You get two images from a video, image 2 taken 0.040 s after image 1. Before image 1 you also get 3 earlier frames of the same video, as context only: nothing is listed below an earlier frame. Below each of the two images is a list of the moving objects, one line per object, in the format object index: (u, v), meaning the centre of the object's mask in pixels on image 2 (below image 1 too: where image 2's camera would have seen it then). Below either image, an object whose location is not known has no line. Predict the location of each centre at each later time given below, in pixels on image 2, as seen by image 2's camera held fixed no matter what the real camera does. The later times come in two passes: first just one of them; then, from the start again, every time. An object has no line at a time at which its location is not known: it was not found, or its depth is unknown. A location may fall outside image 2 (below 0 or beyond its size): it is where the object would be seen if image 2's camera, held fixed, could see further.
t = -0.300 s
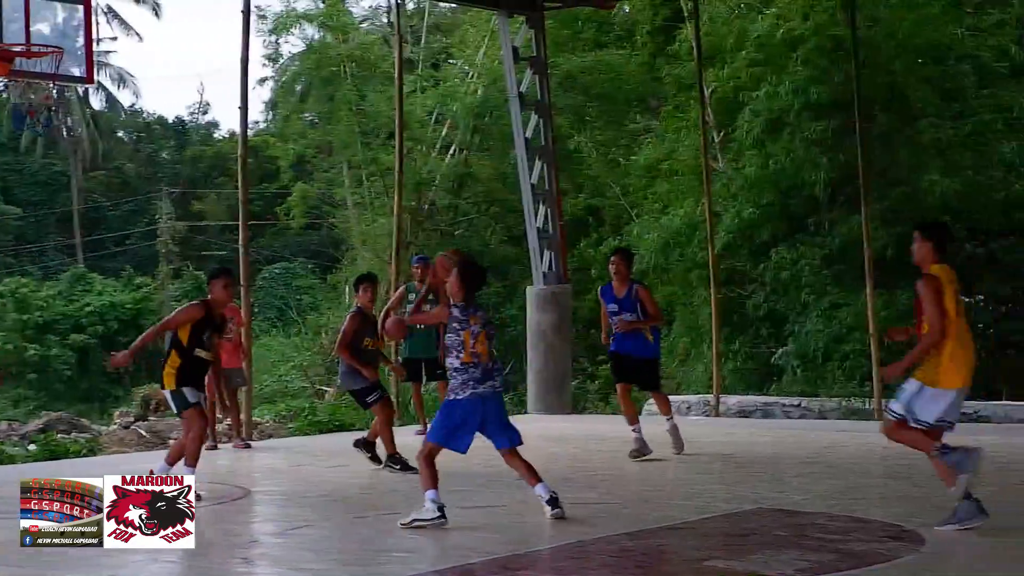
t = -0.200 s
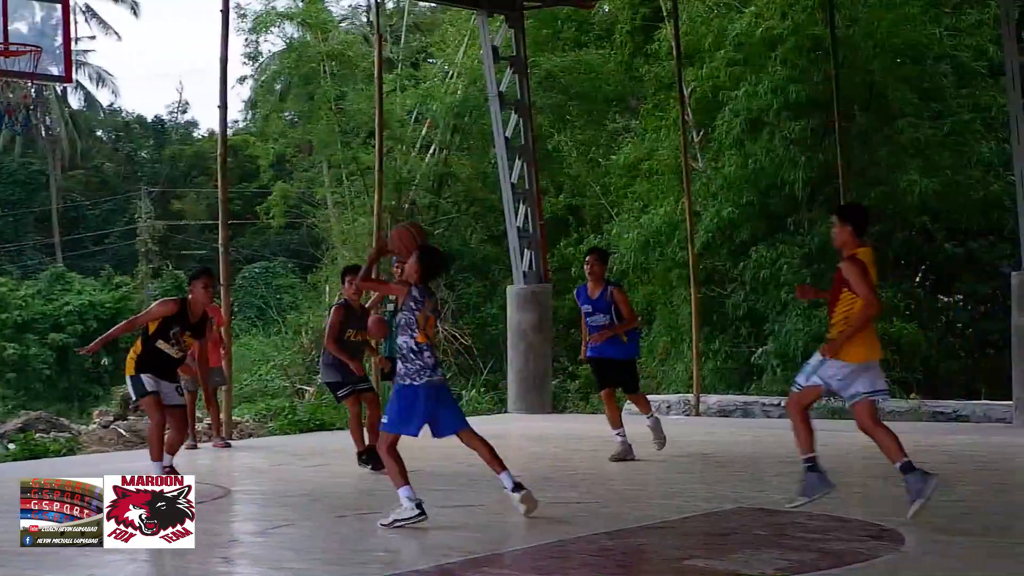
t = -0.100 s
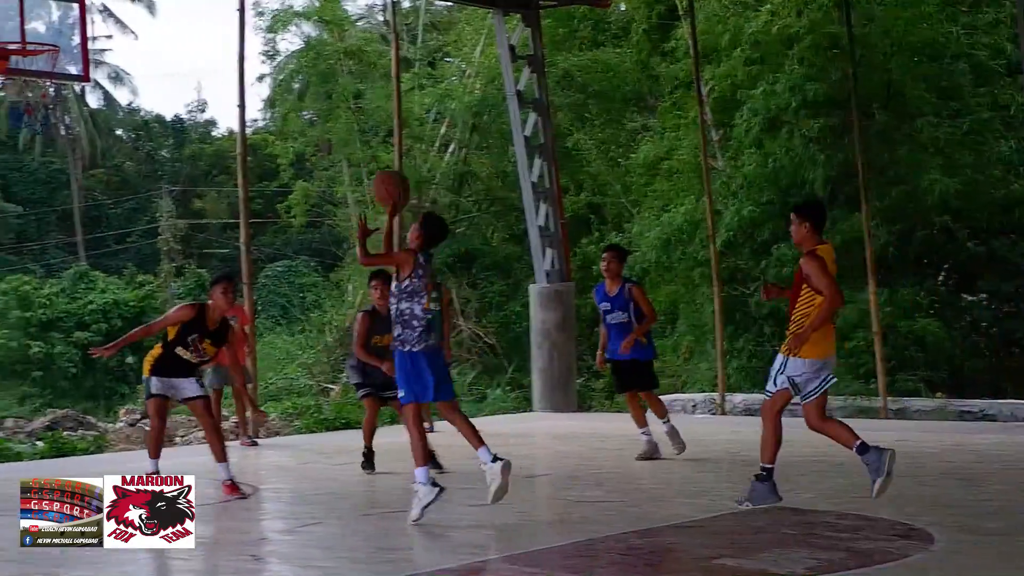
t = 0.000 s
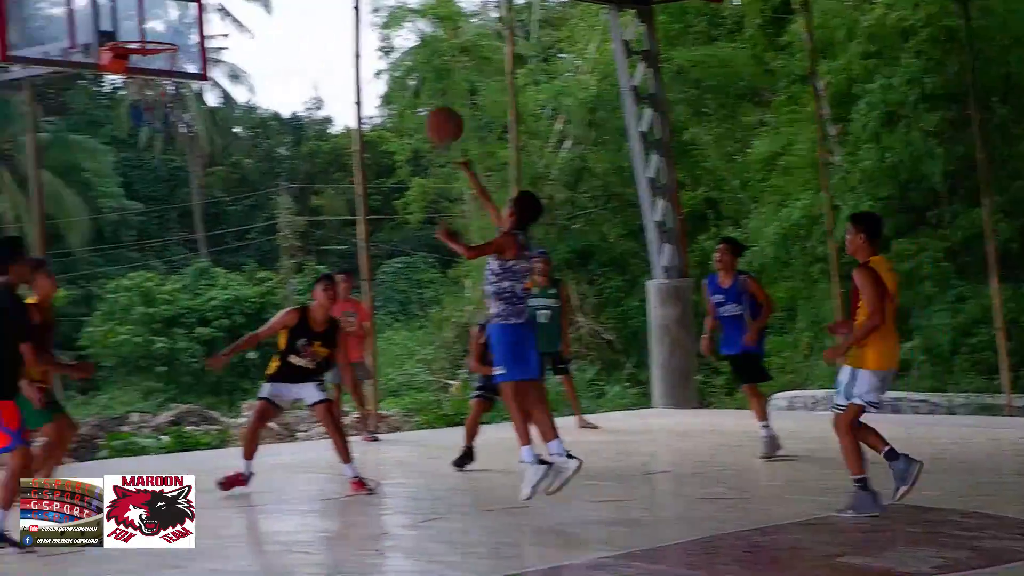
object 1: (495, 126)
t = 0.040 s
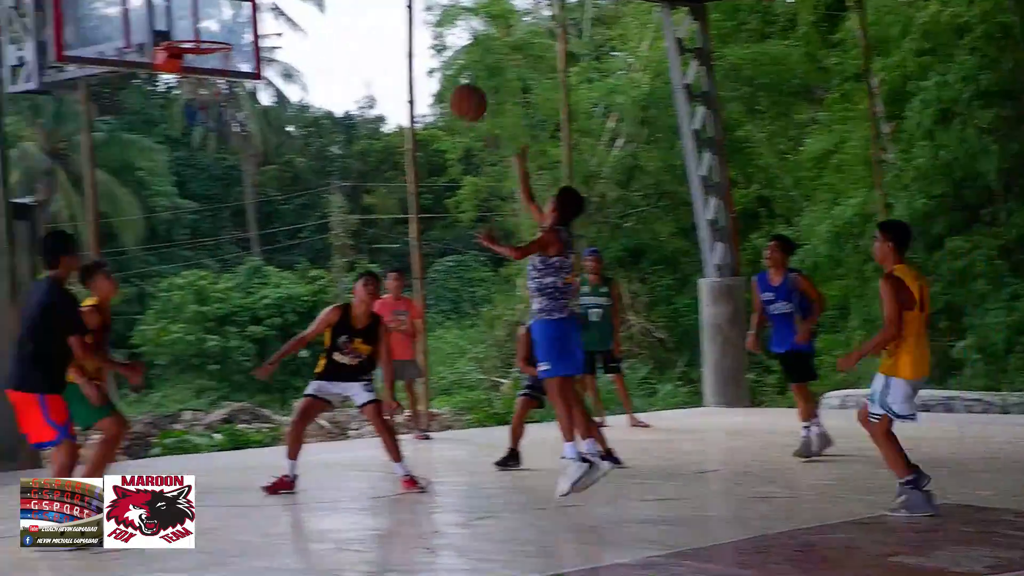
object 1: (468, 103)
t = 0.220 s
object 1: (351, 40)
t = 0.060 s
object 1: (455, 93)
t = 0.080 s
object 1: (442, 85)
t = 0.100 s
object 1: (429, 77)
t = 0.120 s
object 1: (415, 69)
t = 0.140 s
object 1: (402, 62)
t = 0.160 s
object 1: (389, 55)
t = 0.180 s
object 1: (376, 49)
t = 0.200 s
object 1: (364, 45)
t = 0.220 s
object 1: (351, 40)
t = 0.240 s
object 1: (340, 36)
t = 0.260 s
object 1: (328, 34)
